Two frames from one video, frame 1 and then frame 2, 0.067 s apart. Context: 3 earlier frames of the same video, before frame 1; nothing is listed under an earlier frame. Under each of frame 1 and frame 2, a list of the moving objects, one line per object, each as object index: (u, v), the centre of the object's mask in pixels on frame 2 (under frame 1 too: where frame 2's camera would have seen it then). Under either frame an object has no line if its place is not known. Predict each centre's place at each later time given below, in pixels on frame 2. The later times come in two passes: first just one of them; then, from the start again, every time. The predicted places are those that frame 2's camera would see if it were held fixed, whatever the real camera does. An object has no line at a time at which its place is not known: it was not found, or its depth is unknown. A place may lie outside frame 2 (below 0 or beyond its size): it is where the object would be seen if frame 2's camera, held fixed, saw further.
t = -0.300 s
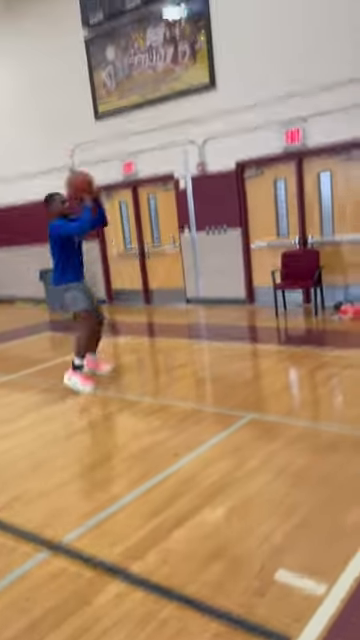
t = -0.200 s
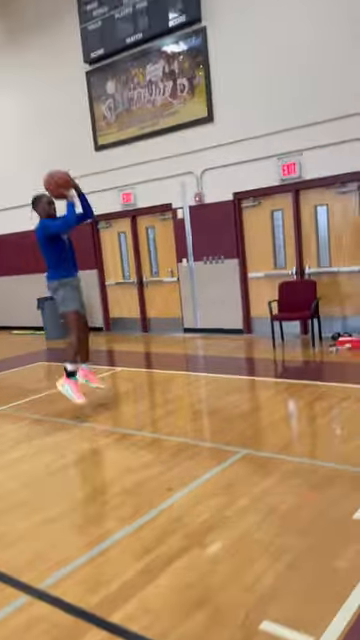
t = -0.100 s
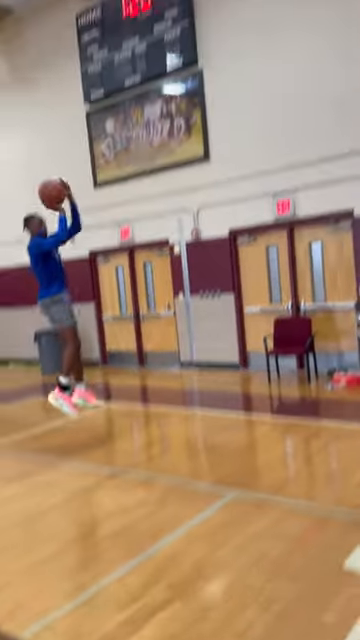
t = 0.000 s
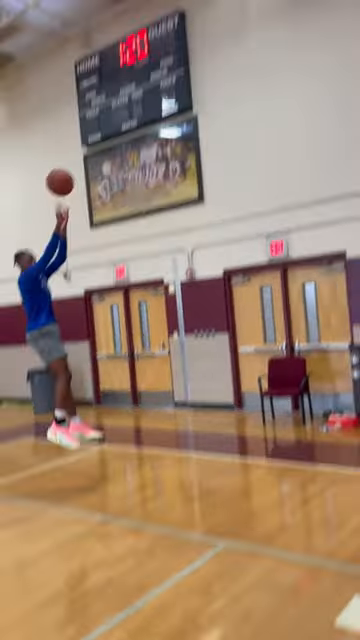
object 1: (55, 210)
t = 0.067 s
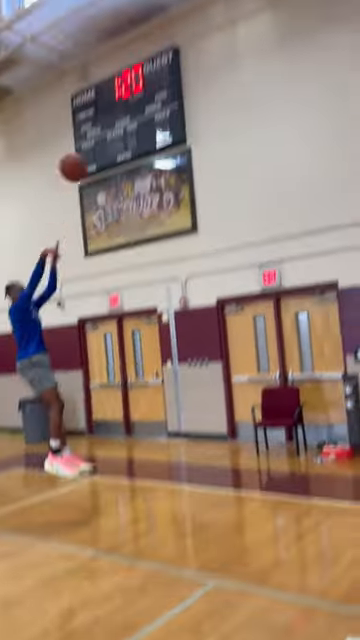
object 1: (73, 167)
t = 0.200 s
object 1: (114, 84)
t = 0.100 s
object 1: (83, 145)
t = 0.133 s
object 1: (92, 124)
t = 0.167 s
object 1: (102, 103)
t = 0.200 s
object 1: (114, 84)
